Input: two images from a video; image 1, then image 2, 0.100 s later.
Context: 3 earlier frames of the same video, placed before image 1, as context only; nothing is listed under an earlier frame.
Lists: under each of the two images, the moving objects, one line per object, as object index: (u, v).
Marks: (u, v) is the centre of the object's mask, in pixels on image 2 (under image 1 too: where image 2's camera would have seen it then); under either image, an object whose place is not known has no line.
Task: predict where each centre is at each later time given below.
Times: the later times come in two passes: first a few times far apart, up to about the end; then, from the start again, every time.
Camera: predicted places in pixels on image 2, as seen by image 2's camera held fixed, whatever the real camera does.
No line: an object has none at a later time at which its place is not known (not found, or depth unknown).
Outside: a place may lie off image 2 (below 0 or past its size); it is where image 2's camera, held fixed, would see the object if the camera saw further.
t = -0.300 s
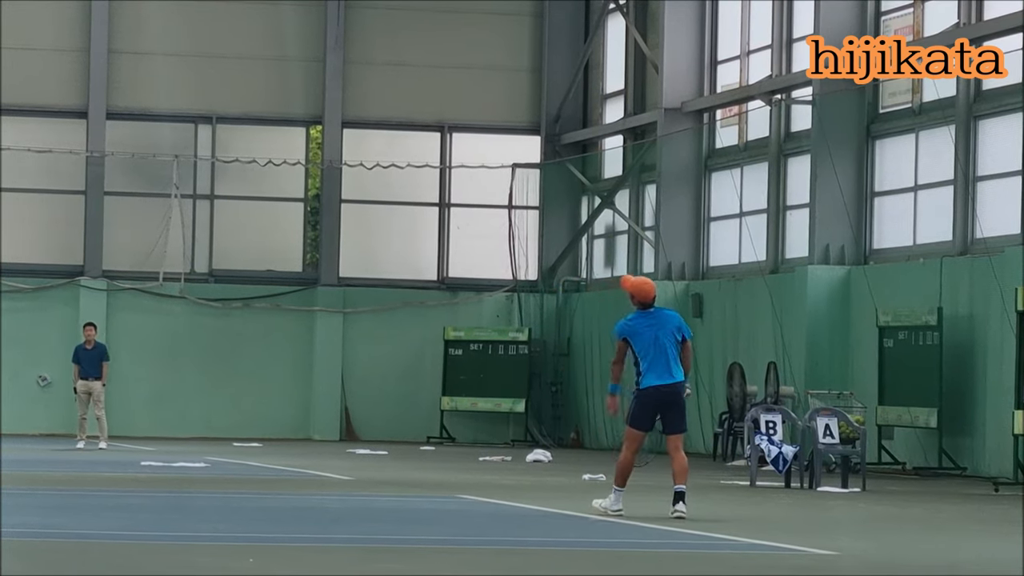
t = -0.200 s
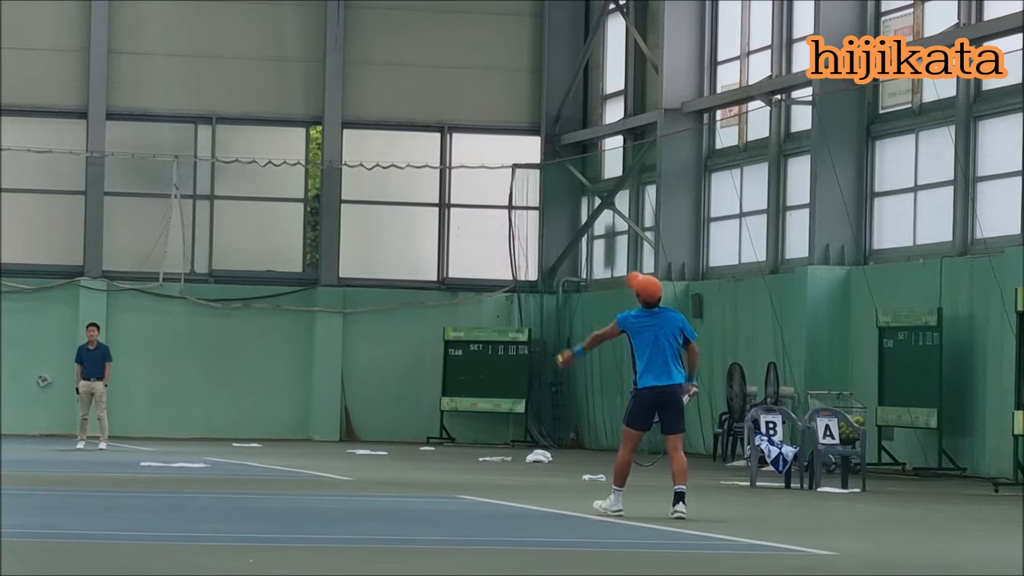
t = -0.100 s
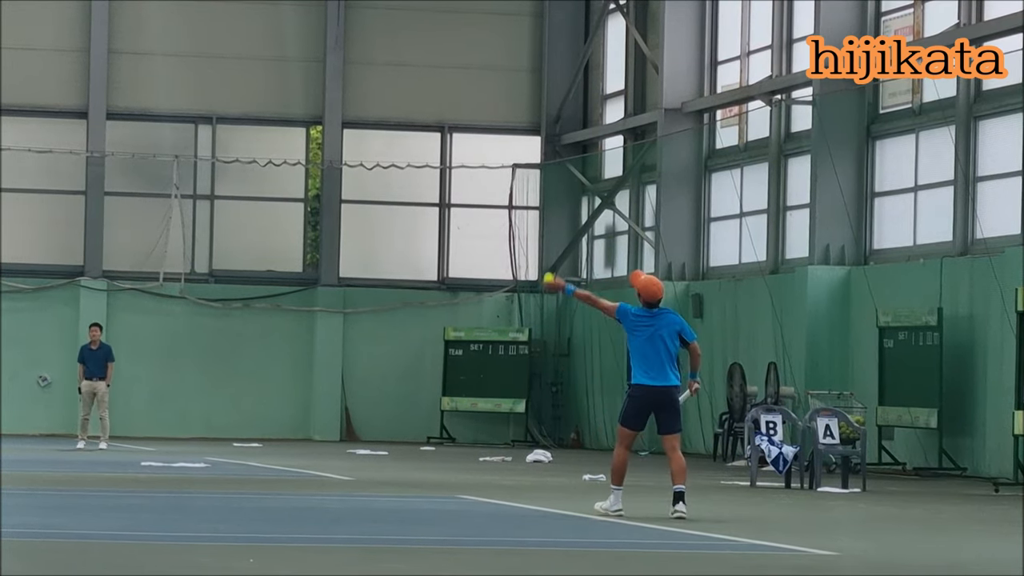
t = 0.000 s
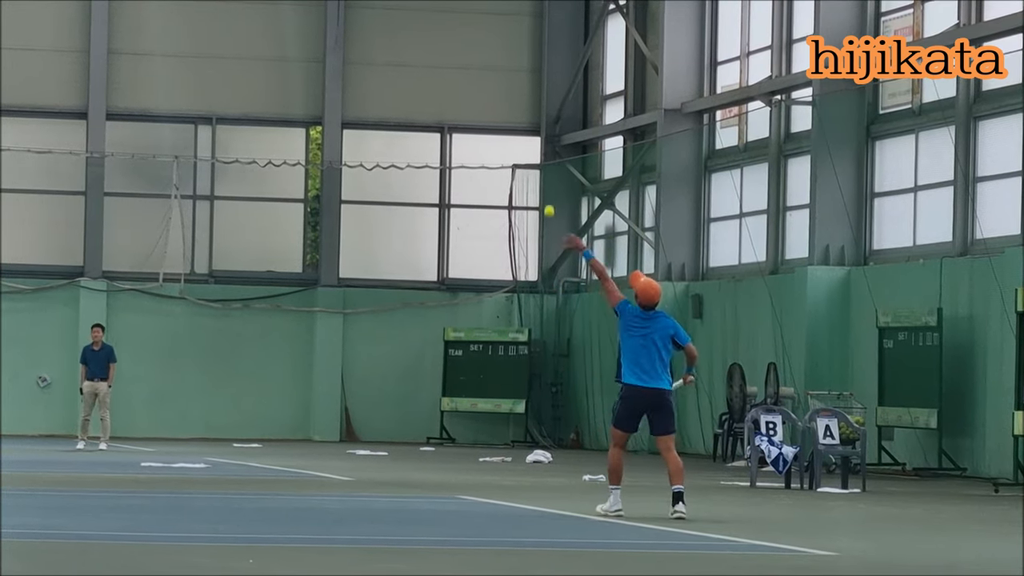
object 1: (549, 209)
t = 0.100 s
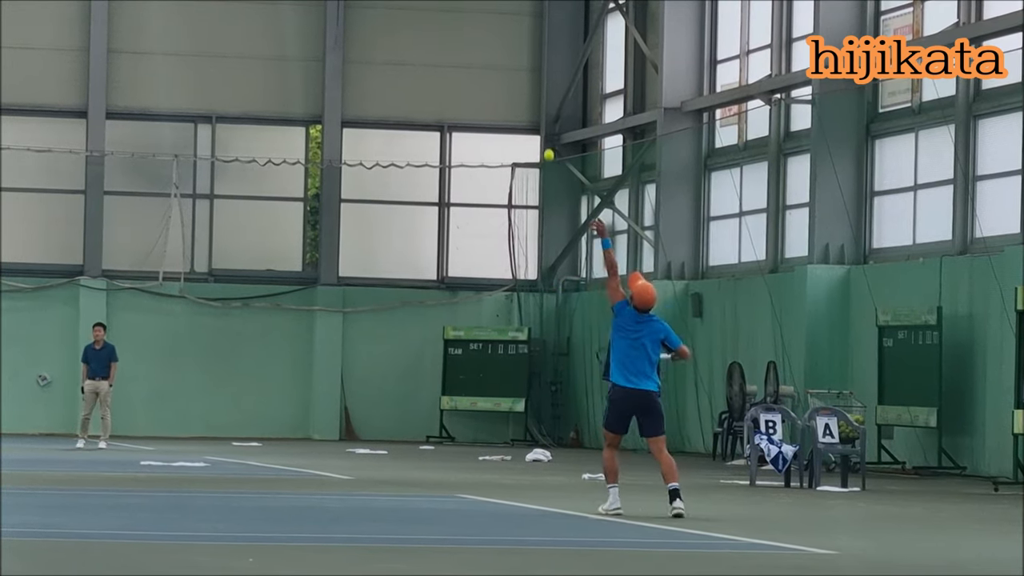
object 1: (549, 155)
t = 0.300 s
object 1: (549, 86)
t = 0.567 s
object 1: (546, 77)
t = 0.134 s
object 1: (549, 140)
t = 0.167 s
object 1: (549, 126)
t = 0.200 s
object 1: (549, 114)
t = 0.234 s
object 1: (549, 103)
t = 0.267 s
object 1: (549, 93)
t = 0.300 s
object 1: (549, 86)
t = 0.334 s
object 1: (548, 79)
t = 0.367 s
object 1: (548, 75)
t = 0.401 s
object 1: (548, 71)
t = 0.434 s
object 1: (548, 69)
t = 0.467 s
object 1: (548, 69)
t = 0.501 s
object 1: (547, 70)
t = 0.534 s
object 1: (547, 72)
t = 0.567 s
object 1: (546, 77)
